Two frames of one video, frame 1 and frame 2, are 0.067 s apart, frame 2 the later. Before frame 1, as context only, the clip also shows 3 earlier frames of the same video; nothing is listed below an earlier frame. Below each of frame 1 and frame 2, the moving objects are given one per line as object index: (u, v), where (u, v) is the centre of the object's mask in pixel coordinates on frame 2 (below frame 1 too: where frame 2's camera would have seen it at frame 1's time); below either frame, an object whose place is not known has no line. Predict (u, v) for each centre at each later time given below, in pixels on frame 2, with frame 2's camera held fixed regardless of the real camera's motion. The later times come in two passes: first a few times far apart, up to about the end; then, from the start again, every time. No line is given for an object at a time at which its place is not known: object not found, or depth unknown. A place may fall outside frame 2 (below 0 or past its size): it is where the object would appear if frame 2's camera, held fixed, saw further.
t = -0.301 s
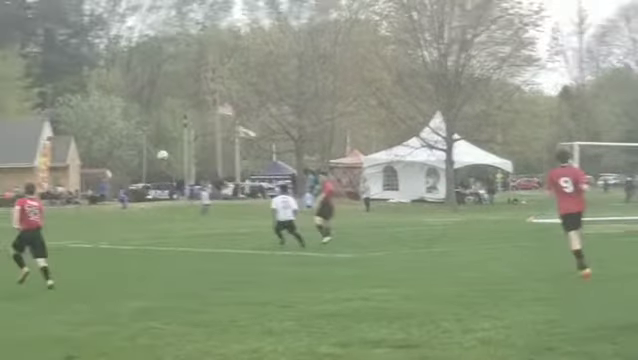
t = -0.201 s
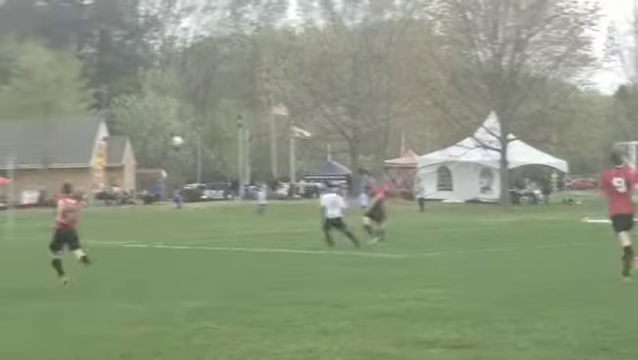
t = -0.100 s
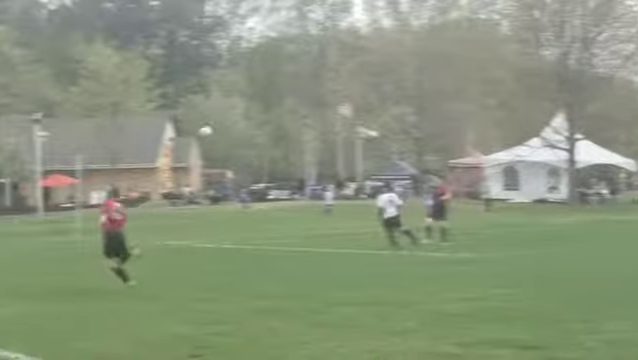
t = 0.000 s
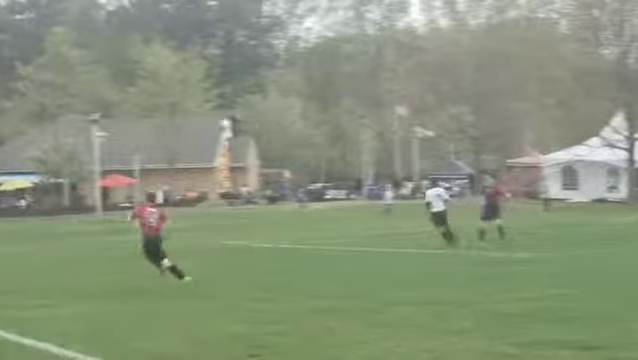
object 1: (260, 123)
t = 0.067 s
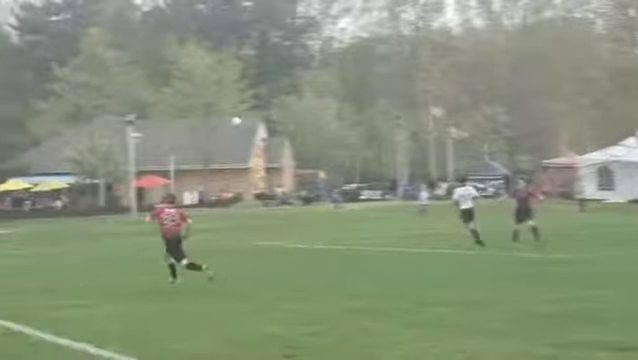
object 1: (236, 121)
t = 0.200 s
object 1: (189, 120)
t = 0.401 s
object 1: (121, 131)
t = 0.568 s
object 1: (66, 153)
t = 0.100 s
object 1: (224, 120)
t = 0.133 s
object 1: (212, 120)
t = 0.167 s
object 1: (200, 120)
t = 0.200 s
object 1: (189, 120)
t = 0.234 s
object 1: (178, 121)
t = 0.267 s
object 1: (166, 122)
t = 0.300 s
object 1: (155, 123)
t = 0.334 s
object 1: (143, 126)
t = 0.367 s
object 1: (132, 130)
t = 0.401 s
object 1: (121, 131)
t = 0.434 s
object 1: (109, 134)
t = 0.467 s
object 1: (99, 138)
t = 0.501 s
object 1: (87, 144)
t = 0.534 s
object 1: (77, 147)
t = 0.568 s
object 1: (66, 153)
